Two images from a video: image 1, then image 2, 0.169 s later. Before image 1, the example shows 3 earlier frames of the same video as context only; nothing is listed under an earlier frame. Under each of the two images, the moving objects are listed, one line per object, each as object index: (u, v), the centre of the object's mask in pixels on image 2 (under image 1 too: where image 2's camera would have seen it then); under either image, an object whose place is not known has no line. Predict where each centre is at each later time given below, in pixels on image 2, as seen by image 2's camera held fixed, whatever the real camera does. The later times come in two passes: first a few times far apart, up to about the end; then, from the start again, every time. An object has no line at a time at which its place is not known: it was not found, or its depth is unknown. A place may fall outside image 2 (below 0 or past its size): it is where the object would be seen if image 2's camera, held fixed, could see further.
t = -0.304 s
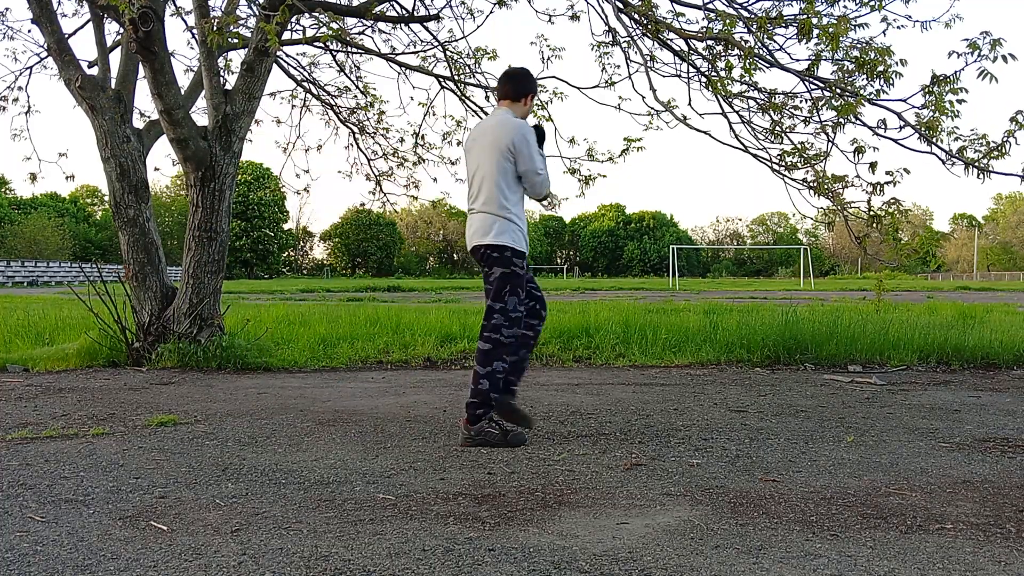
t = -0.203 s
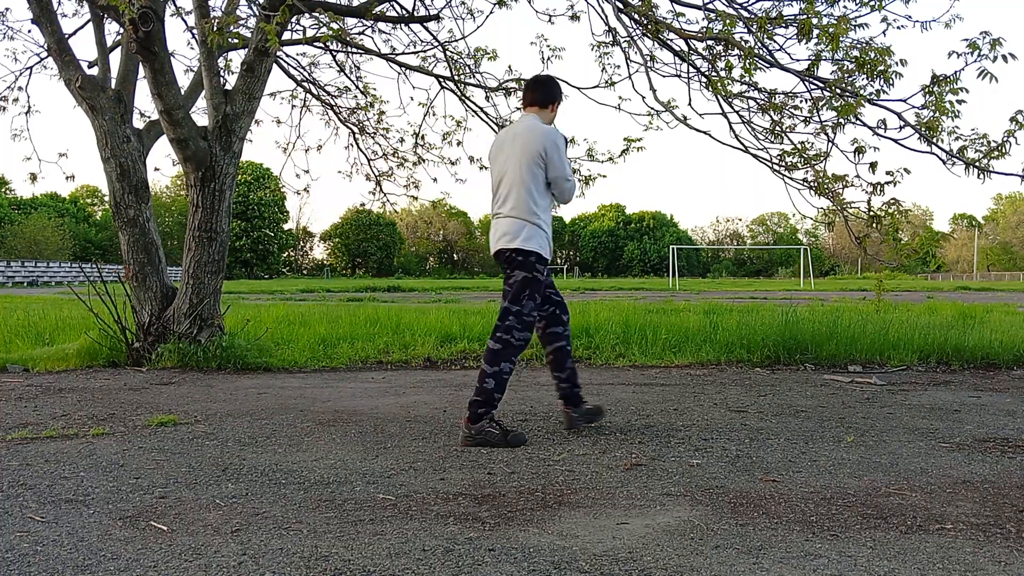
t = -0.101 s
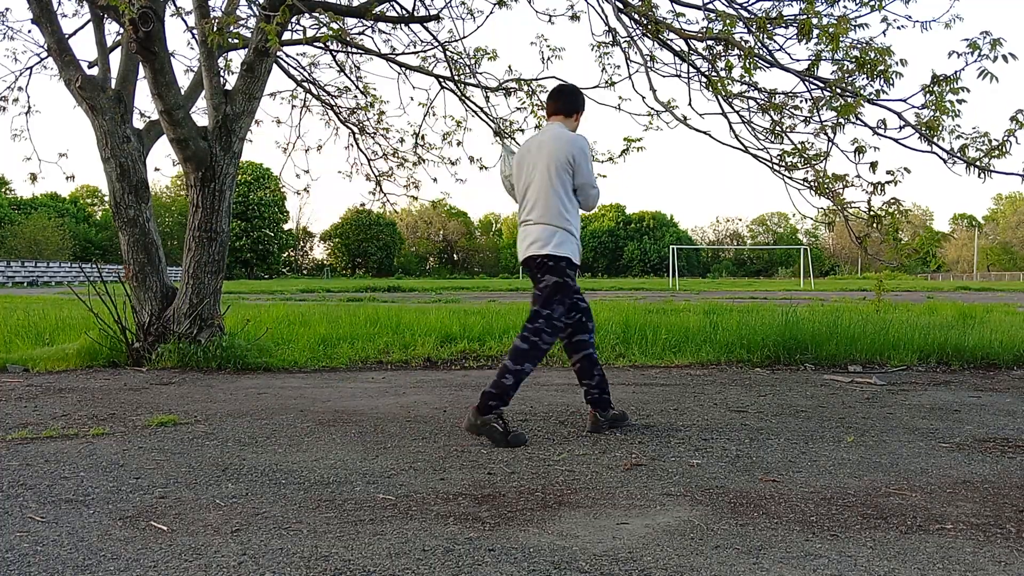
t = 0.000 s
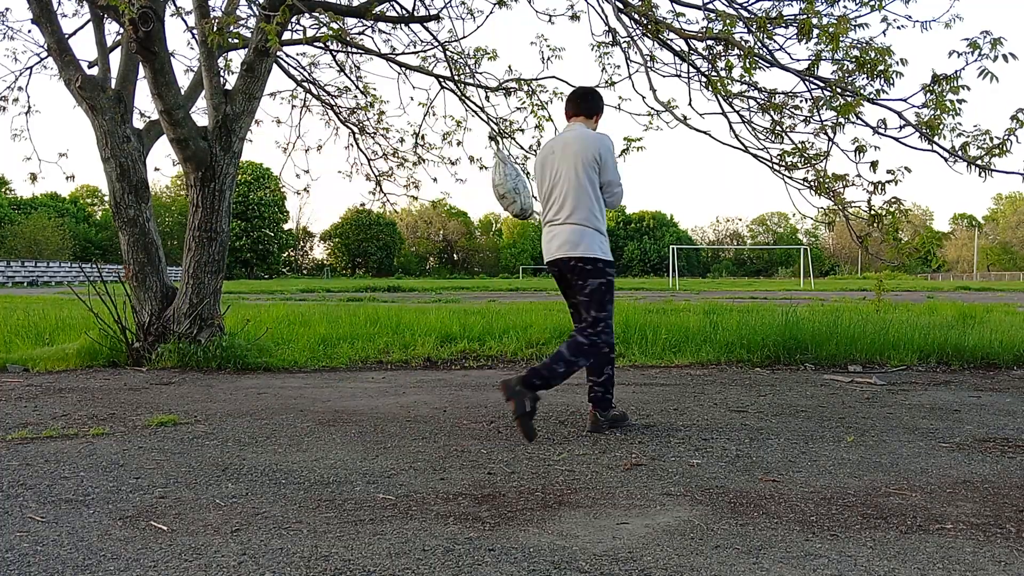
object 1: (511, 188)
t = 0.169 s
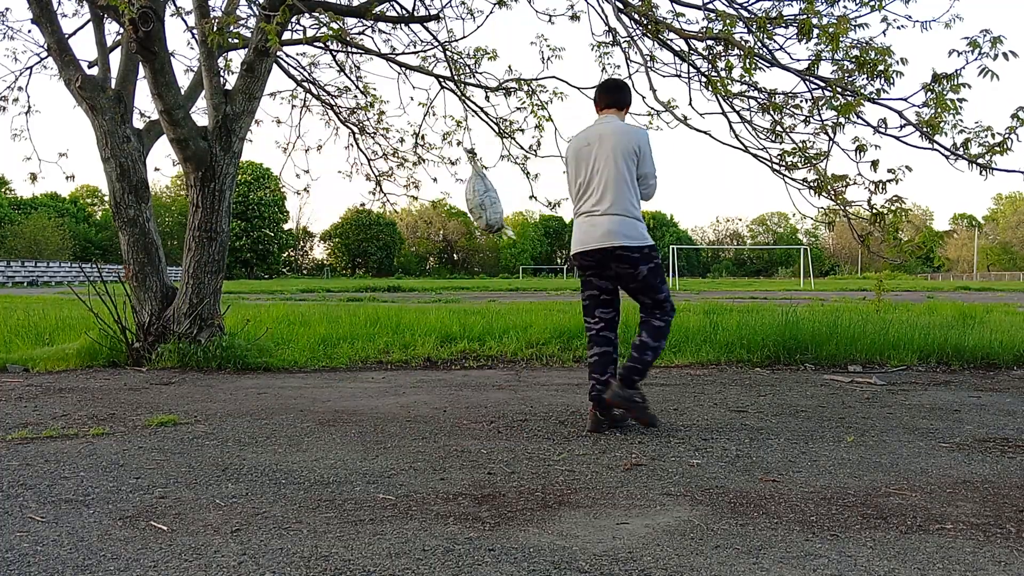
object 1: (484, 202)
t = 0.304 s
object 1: (456, 207)
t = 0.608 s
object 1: (395, 200)
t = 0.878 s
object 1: (361, 186)
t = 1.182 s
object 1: (354, 188)
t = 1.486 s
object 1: (389, 203)
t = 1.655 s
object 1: (425, 207)
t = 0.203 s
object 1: (477, 204)
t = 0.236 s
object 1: (470, 205)
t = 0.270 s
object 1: (463, 206)
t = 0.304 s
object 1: (456, 207)
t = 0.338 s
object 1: (450, 208)
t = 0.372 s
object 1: (443, 208)
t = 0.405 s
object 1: (435, 208)
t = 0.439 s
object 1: (428, 207)
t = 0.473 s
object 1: (421, 206)
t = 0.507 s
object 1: (414, 204)
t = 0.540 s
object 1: (407, 204)
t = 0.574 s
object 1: (401, 201)
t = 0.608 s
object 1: (395, 200)
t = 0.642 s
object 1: (389, 198)
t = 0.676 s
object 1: (384, 196)
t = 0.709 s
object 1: (380, 193)
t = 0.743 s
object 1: (376, 191)
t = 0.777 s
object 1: (371, 190)
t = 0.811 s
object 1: (367, 189)
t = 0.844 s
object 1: (364, 187)
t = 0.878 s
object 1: (361, 186)
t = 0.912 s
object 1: (358, 185)
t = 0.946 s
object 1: (356, 185)
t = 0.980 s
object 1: (354, 184)
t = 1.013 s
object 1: (353, 184)
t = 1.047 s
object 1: (353, 184)
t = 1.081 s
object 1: (352, 185)
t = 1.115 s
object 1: (352, 186)
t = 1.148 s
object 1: (353, 187)
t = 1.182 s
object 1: (354, 188)
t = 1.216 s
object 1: (356, 190)
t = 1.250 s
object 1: (358, 191)
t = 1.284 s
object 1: (360, 193)
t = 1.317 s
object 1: (364, 194)
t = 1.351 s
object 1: (368, 196)
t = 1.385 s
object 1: (372, 198)
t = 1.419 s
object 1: (378, 201)
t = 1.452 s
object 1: (383, 201)
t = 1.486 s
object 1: (389, 203)
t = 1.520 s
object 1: (396, 205)
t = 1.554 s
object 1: (403, 206)
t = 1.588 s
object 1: (409, 207)
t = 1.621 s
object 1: (417, 207)
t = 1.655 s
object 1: (425, 207)
